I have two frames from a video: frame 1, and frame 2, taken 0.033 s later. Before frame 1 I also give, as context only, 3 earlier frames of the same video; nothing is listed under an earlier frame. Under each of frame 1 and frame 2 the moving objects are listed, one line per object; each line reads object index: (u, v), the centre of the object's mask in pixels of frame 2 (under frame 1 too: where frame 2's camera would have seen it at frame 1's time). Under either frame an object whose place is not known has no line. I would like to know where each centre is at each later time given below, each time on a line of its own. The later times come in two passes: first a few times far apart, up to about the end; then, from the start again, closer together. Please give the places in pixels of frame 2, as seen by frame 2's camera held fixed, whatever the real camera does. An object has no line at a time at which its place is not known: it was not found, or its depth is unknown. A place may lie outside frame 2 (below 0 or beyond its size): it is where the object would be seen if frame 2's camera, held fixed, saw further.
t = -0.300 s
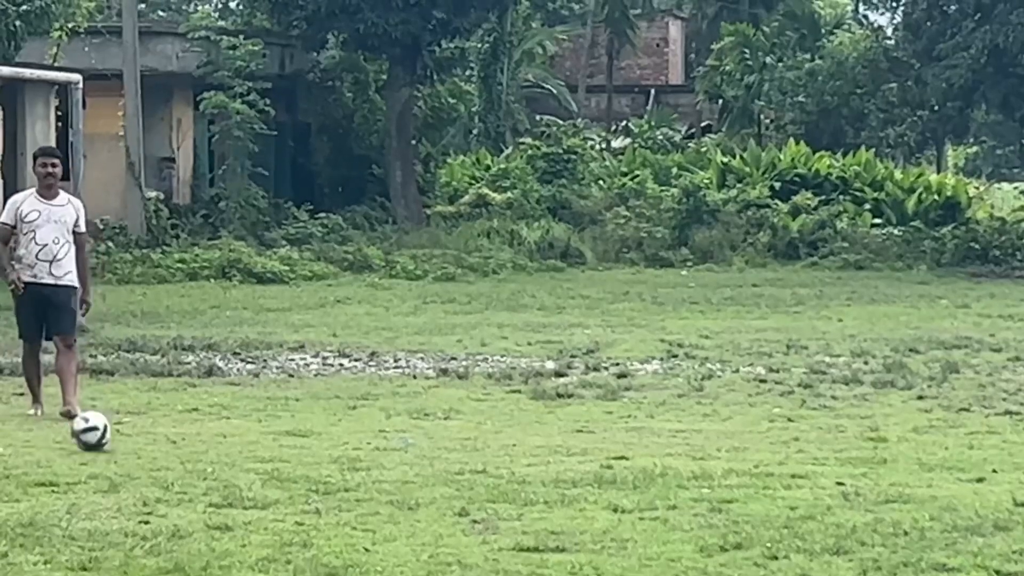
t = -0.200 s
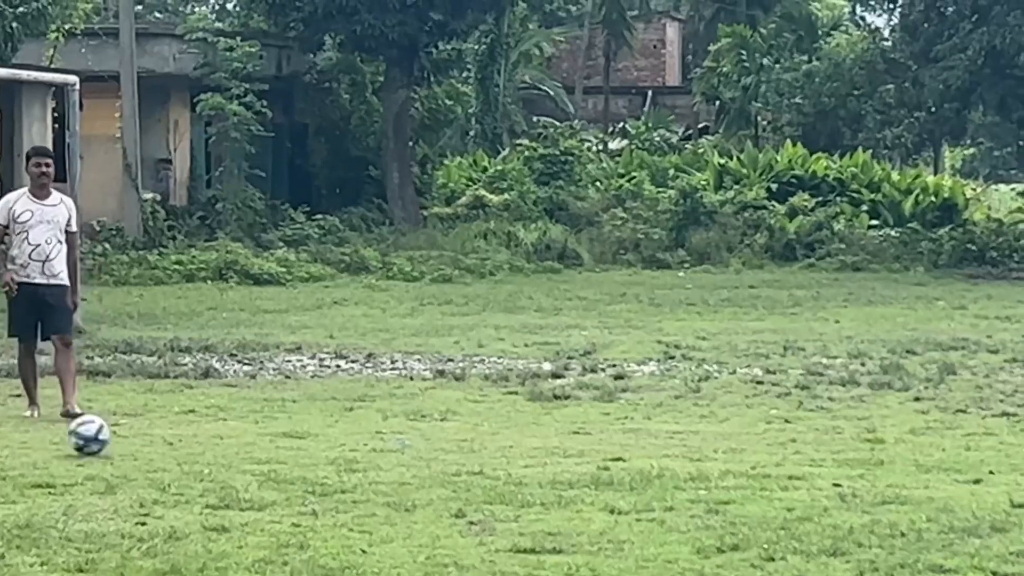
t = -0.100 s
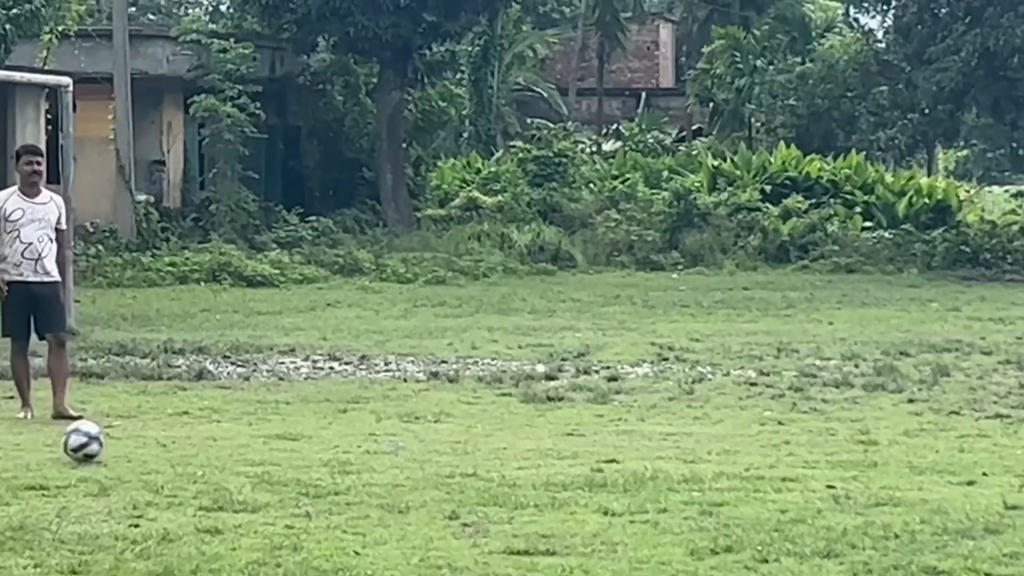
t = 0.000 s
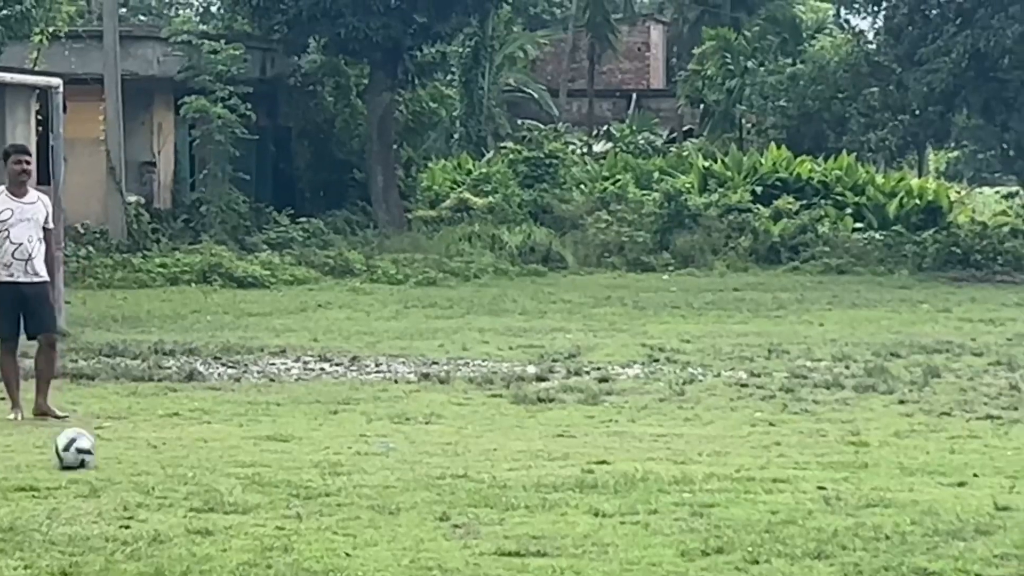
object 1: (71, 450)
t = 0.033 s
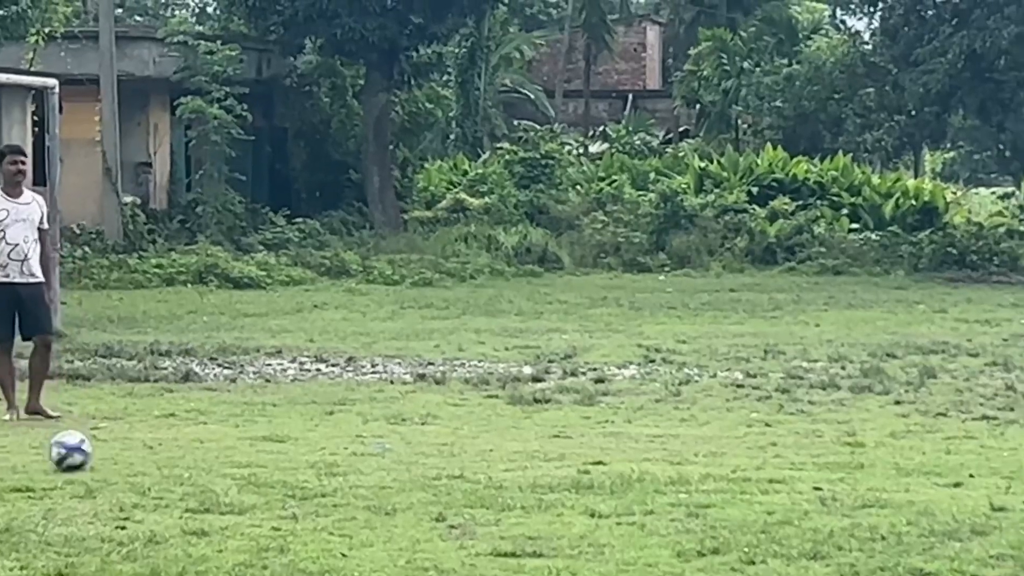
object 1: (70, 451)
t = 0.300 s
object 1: (74, 457)
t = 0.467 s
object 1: (92, 465)
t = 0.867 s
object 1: (288, 475)
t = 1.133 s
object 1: (469, 479)
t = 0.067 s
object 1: (71, 452)
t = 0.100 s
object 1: (72, 453)
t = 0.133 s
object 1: (72, 454)
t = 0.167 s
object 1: (72, 456)
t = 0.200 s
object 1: (72, 455)
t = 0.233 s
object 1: (73, 455)
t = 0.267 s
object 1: (74, 457)
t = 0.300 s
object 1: (74, 457)
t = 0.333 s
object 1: (74, 456)
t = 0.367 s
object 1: (78, 458)
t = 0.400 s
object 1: (81, 460)
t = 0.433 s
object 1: (86, 463)
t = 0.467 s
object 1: (92, 465)
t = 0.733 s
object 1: (177, 473)
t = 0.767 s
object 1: (199, 471)
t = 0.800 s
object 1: (227, 471)
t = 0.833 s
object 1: (258, 472)
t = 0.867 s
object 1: (288, 475)
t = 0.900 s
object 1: (314, 473)
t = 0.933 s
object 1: (340, 473)
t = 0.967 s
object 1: (363, 474)
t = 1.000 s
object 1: (387, 475)
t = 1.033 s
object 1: (409, 477)
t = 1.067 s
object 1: (429, 477)
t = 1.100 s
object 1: (449, 477)
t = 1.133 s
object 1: (469, 479)
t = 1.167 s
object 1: (487, 480)
